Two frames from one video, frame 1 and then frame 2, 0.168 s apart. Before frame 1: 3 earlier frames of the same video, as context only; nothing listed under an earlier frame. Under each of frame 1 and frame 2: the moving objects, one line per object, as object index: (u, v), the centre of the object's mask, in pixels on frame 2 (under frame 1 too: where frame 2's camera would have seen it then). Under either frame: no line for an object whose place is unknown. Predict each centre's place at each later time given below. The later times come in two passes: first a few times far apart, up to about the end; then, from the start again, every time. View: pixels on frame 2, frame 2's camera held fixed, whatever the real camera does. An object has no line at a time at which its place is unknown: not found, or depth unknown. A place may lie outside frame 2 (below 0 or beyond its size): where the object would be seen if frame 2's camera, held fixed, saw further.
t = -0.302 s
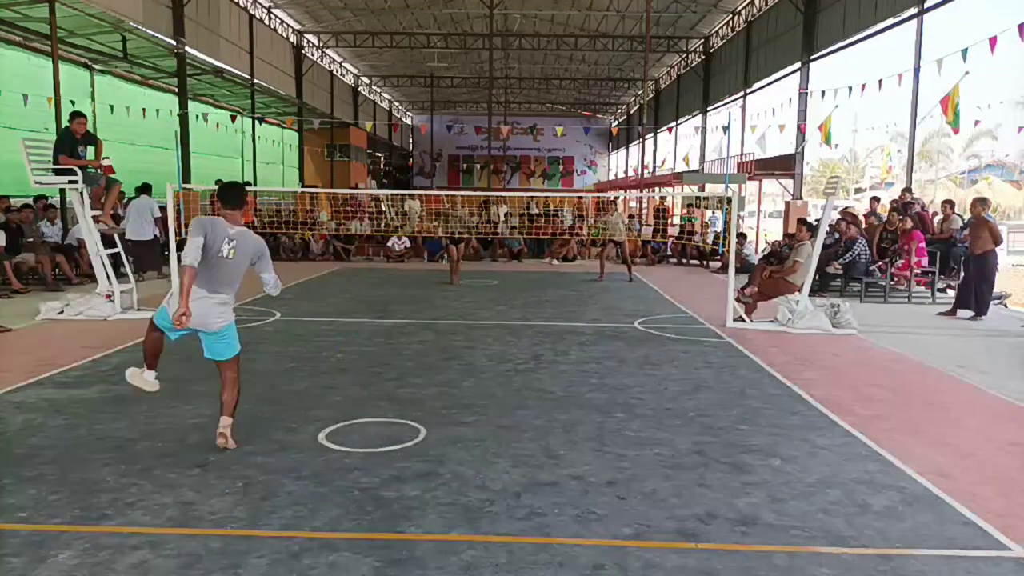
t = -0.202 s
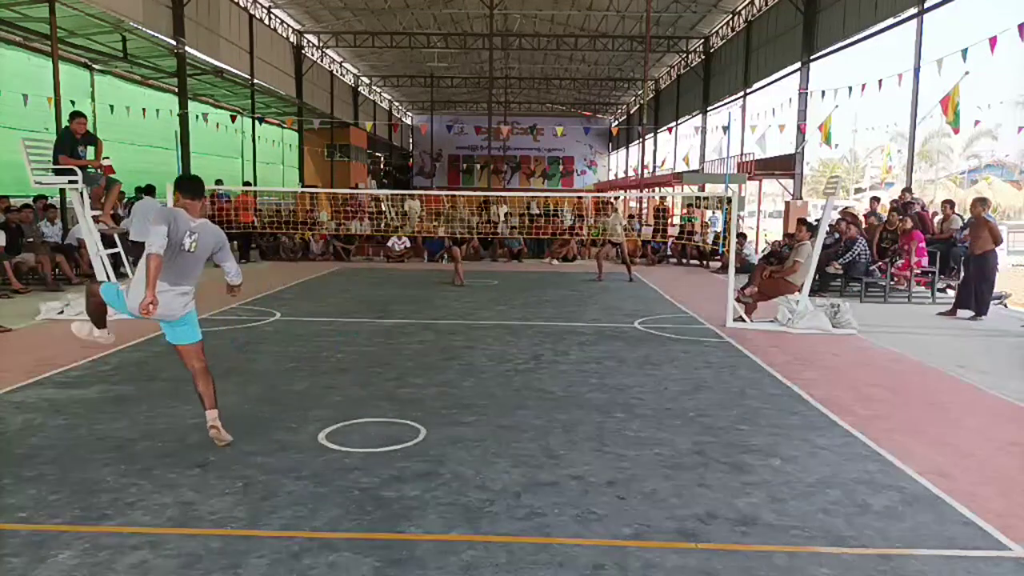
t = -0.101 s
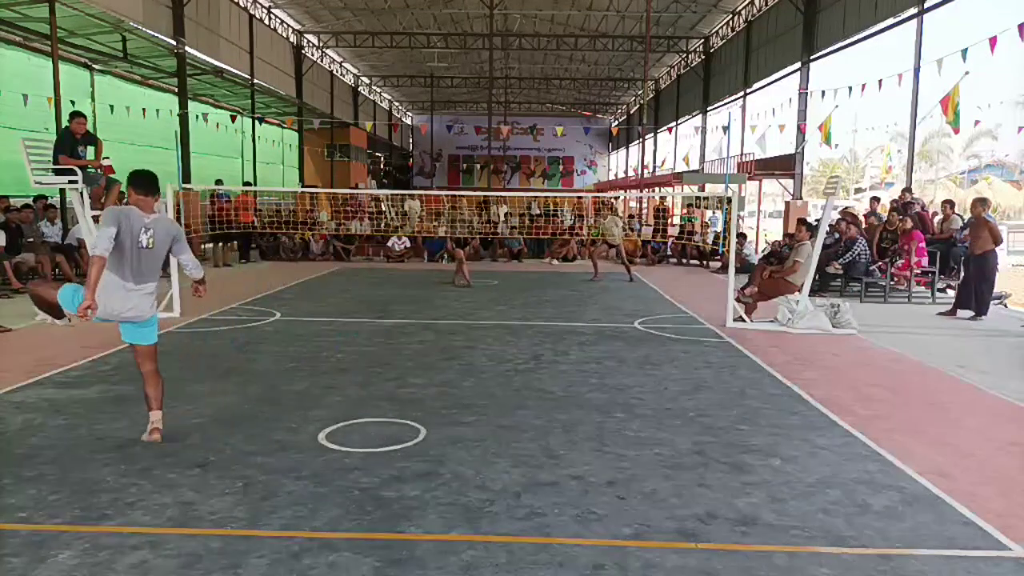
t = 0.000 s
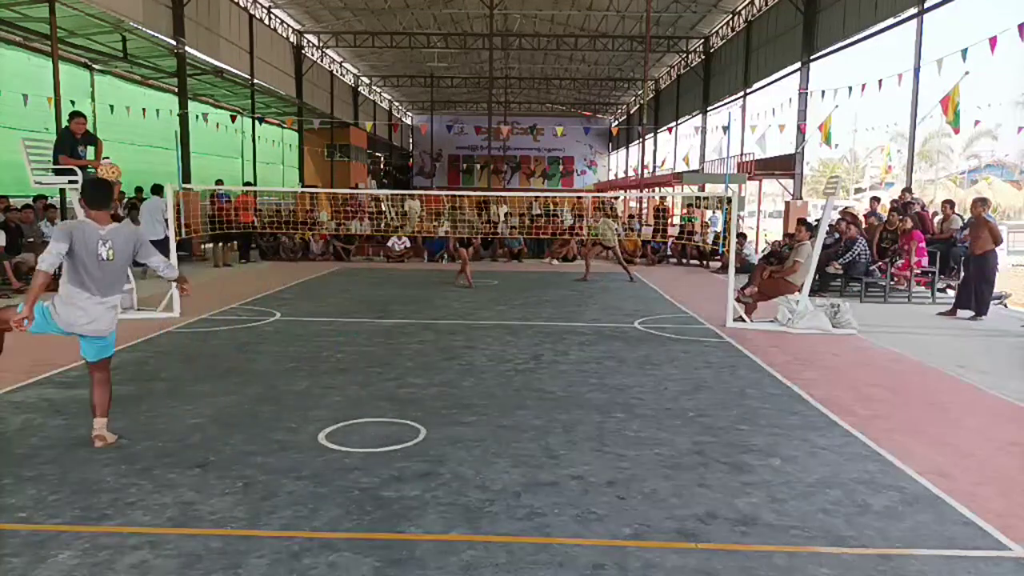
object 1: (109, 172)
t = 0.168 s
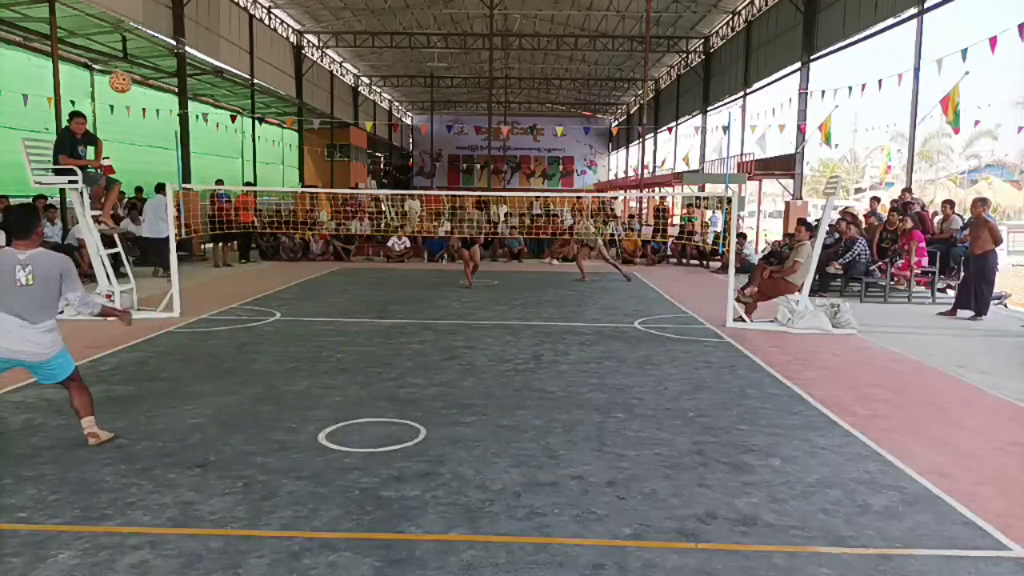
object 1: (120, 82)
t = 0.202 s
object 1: (122, 69)
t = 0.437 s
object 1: (141, 28)
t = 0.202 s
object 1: (122, 69)
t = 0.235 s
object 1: (125, 59)
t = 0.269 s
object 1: (128, 49)
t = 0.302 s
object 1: (130, 42)
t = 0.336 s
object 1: (133, 36)
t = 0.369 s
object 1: (135, 31)
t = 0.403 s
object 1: (139, 29)
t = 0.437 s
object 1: (141, 28)
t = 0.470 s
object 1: (144, 29)
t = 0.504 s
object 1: (147, 32)
